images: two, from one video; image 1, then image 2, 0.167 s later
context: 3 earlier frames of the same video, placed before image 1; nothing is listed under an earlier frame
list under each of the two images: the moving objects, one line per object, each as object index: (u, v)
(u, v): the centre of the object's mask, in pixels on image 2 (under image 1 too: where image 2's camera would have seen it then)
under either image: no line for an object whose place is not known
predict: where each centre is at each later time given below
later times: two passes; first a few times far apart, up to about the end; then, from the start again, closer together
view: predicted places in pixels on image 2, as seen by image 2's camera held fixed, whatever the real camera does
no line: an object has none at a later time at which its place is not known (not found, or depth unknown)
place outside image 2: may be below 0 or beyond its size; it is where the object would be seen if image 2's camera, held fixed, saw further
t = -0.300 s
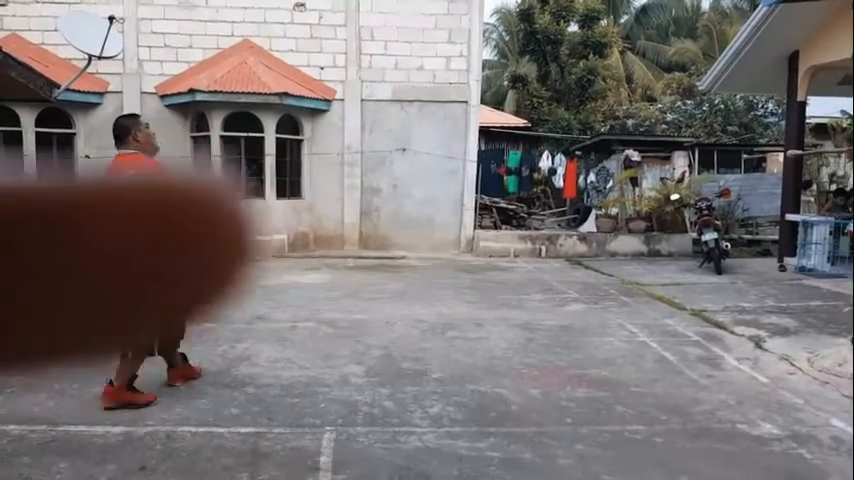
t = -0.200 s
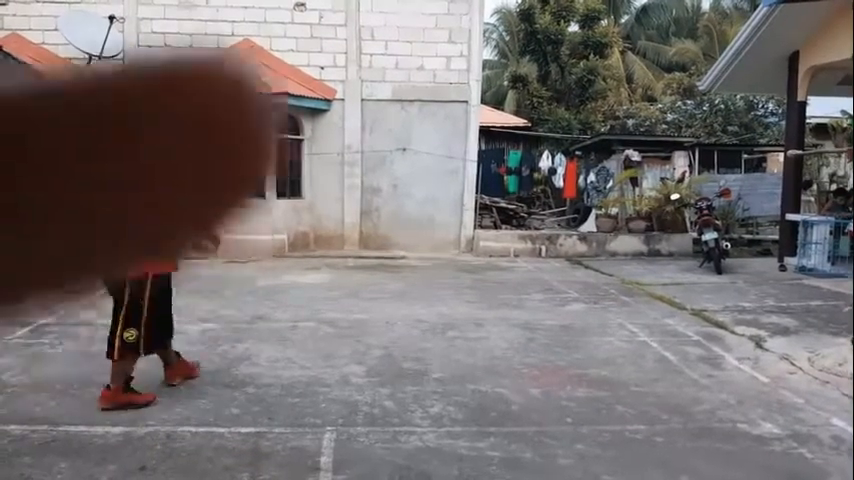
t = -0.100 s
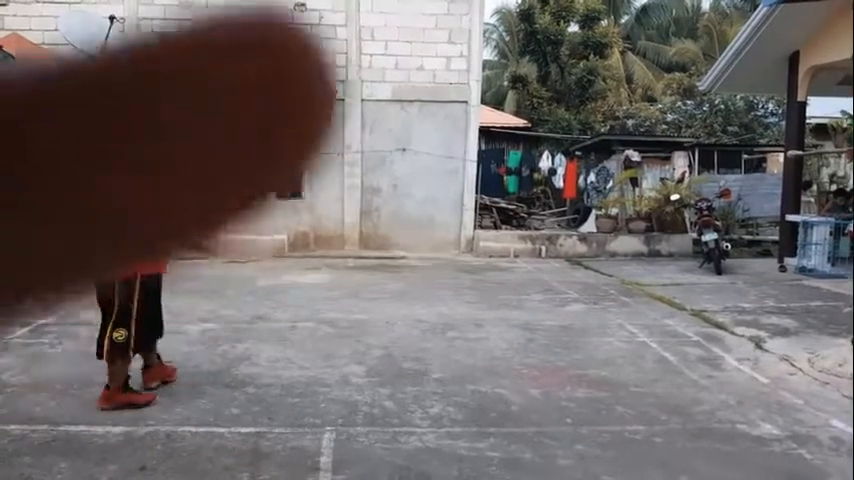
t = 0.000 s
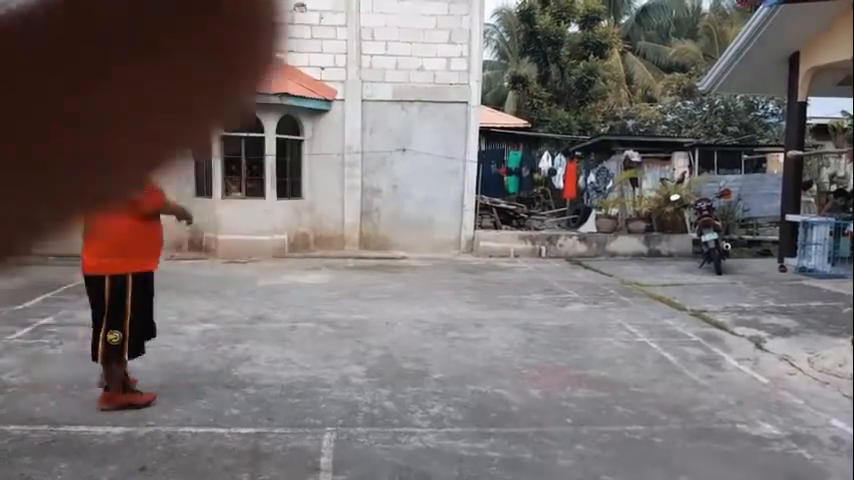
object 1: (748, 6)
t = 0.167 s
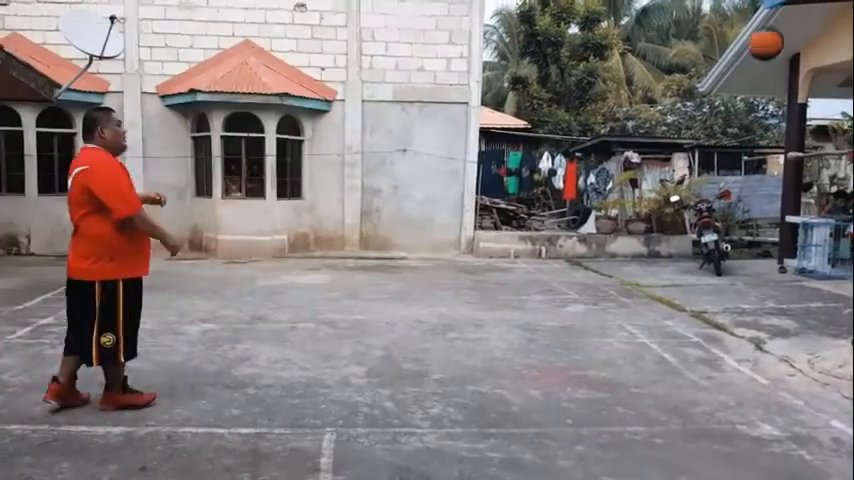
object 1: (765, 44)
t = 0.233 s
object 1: (769, 75)
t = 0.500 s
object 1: (784, 250)
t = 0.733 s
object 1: (797, 266)
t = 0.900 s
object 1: (807, 174)
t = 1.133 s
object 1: (820, 98)
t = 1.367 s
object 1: (828, 92)
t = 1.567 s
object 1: (831, 143)
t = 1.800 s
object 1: (830, 269)
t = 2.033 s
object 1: (791, 269)
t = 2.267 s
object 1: (732, 210)
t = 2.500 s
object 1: (681, 220)
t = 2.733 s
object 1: (631, 268)
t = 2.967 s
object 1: (605, 243)
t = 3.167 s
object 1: (587, 213)
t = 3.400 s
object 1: (567, 219)
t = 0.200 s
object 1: (767, 59)
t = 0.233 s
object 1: (769, 75)
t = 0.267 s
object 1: (772, 91)
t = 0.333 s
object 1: (776, 127)
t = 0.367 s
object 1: (779, 147)
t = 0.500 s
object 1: (784, 250)
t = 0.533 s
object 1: (784, 278)
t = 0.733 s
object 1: (797, 266)
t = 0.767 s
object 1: (798, 245)
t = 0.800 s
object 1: (802, 221)
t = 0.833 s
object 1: (802, 206)
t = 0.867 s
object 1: (806, 190)
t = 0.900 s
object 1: (807, 174)
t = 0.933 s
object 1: (812, 158)
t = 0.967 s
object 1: (812, 145)
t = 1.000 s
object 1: (814, 135)
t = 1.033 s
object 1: (815, 124)
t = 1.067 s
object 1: (817, 114)
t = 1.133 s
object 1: (820, 98)
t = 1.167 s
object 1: (821, 94)
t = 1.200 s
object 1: (823, 88)
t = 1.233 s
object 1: (825, 86)
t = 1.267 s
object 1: (826, 86)
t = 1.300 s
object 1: (827, 86)
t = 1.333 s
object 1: (828, 86)
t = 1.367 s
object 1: (828, 92)
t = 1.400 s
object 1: (829, 97)
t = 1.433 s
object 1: (830, 104)
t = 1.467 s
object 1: (830, 111)
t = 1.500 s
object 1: (830, 123)
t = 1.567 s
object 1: (831, 143)
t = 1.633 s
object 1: (832, 176)
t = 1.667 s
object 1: (830, 193)
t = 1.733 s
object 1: (831, 226)
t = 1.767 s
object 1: (831, 248)
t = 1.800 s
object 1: (830, 269)
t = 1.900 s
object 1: (824, 335)
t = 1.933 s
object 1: (815, 315)
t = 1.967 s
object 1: (808, 297)
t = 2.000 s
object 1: (797, 282)
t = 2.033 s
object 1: (791, 269)
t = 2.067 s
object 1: (782, 256)
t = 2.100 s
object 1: (777, 244)
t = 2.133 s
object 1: (767, 234)
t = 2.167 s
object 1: (755, 227)
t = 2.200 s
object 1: (748, 220)
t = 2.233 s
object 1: (740, 213)
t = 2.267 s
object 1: (732, 210)
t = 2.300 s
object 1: (725, 207)
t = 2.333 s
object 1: (719, 205)
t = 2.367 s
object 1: (709, 206)
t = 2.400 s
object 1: (701, 205)
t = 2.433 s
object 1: (695, 207)
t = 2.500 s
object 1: (681, 220)
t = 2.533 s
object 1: (676, 222)
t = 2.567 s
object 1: (667, 225)
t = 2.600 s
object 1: (659, 232)
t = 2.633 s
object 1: (650, 240)
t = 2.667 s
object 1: (643, 248)
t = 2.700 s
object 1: (636, 258)
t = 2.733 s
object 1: (631, 268)
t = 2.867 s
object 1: (614, 268)
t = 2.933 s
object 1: (610, 250)
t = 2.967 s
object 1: (605, 243)
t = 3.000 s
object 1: (602, 233)
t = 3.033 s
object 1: (599, 227)
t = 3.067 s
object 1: (593, 221)
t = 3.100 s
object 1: (591, 218)
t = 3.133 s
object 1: (591, 215)
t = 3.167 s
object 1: (587, 213)
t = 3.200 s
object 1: (584, 213)
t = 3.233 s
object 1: (582, 213)
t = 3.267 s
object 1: (580, 213)
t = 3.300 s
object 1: (577, 215)
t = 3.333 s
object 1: (575, 216)
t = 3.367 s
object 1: (571, 217)
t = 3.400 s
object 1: (567, 219)
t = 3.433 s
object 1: (563, 224)
